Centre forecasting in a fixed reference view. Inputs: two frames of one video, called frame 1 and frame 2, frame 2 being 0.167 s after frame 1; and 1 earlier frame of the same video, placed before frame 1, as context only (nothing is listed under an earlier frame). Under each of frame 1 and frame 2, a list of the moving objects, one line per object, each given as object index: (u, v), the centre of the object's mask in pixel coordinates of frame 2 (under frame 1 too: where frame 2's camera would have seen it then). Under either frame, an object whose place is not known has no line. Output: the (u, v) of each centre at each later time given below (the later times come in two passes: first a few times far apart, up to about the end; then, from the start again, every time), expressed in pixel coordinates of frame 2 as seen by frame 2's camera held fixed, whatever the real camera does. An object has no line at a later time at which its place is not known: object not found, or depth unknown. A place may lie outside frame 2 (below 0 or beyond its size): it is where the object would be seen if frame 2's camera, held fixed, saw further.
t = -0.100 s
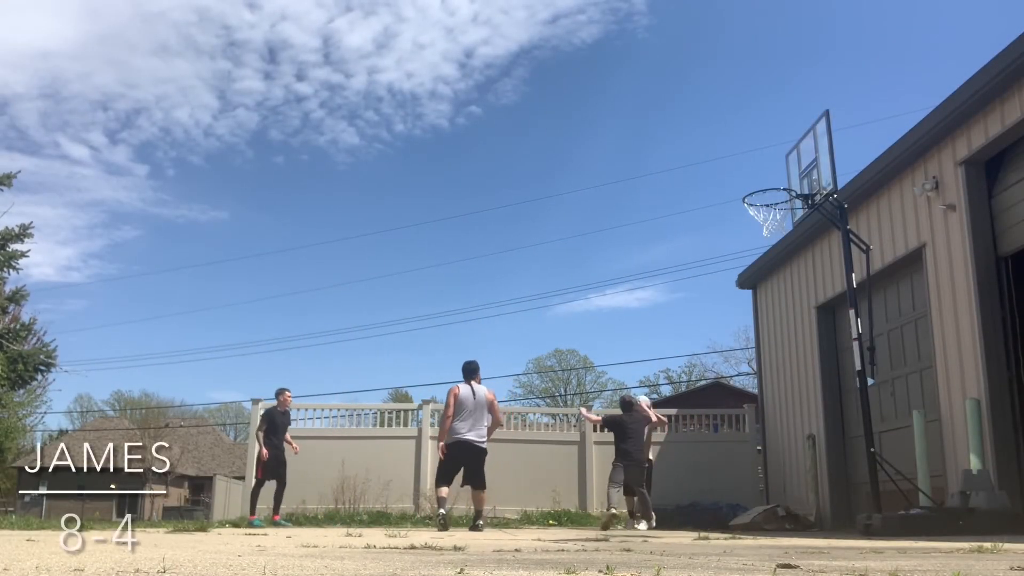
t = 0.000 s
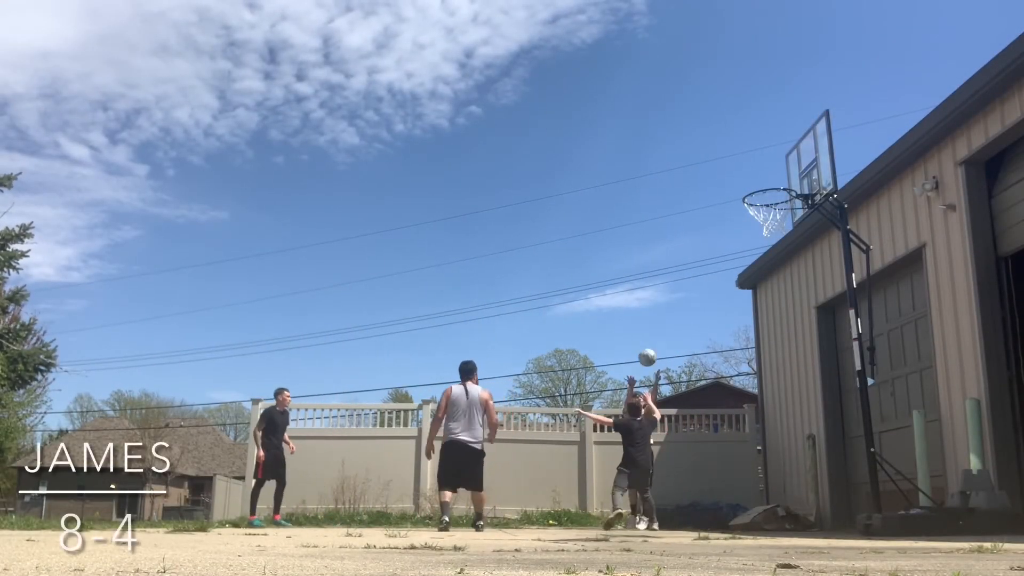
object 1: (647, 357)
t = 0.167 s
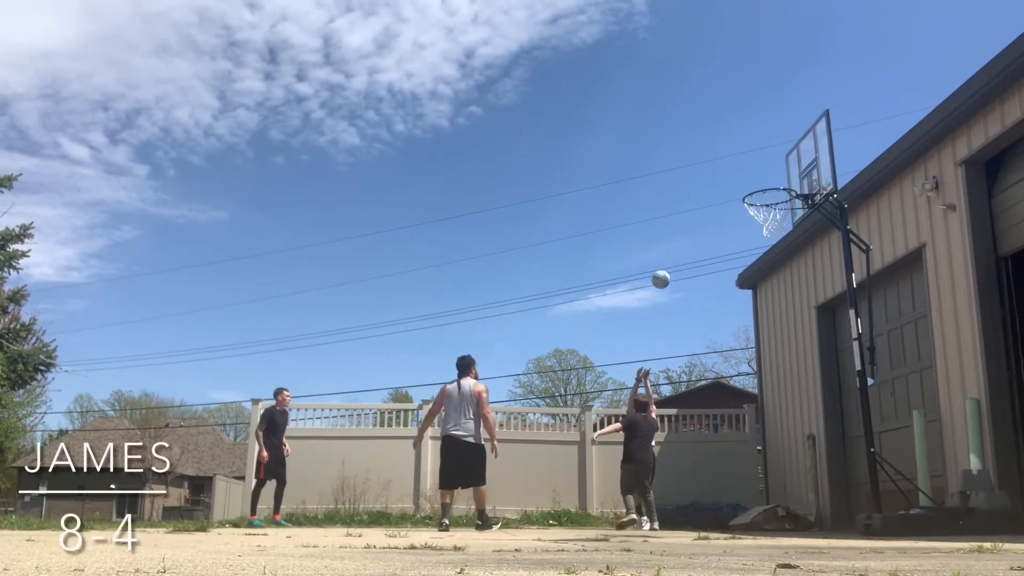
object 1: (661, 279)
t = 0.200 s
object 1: (664, 266)
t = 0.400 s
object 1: (683, 197)
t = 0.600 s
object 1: (707, 151)
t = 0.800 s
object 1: (734, 134)
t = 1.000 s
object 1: (767, 149)
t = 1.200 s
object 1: (769, 187)
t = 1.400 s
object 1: (741, 173)
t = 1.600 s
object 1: (712, 188)
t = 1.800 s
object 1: (684, 245)
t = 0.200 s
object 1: (664, 266)
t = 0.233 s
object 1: (667, 253)
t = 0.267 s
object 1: (670, 240)
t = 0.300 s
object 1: (673, 228)
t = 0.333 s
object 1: (677, 217)
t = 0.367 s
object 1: (680, 206)
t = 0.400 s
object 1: (683, 197)
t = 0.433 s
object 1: (687, 187)
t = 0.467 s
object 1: (691, 179)
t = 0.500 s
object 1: (695, 171)
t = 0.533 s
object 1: (699, 164)
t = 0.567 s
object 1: (703, 157)
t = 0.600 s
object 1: (707, 151)
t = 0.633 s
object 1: (711, 147)
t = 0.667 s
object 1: (715, 142)
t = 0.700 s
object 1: (720, 139)
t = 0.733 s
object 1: (724, 136)
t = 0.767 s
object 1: (729, 135)
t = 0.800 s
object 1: (734, 134)
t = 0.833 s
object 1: (739, 134)
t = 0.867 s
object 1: (744, 135)
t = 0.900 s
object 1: (750, 137)
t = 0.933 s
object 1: (755, 140)
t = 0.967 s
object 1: (761, 144)
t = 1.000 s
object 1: (767, 149)
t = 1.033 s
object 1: (773, 155)
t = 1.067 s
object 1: (773, 160)
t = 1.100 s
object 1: (772, 165)
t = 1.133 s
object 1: (771, 171)
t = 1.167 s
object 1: (770, 178)
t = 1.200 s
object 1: (769, 187)
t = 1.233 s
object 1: (766, 191)
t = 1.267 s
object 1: (761, 185)
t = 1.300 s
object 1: (756, 180)
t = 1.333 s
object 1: (751, 177)
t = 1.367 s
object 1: (746, 174)
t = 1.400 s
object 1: (741, 173)
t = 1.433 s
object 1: (736, 173)
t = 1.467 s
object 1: (731, 174)
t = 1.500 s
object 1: (726, 175)
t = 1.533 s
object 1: (721, 178)
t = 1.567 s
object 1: (717, 182)
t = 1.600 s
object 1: (712, 188)
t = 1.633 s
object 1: (707, 194)
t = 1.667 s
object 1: (703, 202)
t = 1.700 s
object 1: (698, 211)
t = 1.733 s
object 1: (693, 221)
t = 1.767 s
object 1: (689, 232)
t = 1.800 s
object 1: (684, 245)
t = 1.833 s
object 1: (679, 259)
